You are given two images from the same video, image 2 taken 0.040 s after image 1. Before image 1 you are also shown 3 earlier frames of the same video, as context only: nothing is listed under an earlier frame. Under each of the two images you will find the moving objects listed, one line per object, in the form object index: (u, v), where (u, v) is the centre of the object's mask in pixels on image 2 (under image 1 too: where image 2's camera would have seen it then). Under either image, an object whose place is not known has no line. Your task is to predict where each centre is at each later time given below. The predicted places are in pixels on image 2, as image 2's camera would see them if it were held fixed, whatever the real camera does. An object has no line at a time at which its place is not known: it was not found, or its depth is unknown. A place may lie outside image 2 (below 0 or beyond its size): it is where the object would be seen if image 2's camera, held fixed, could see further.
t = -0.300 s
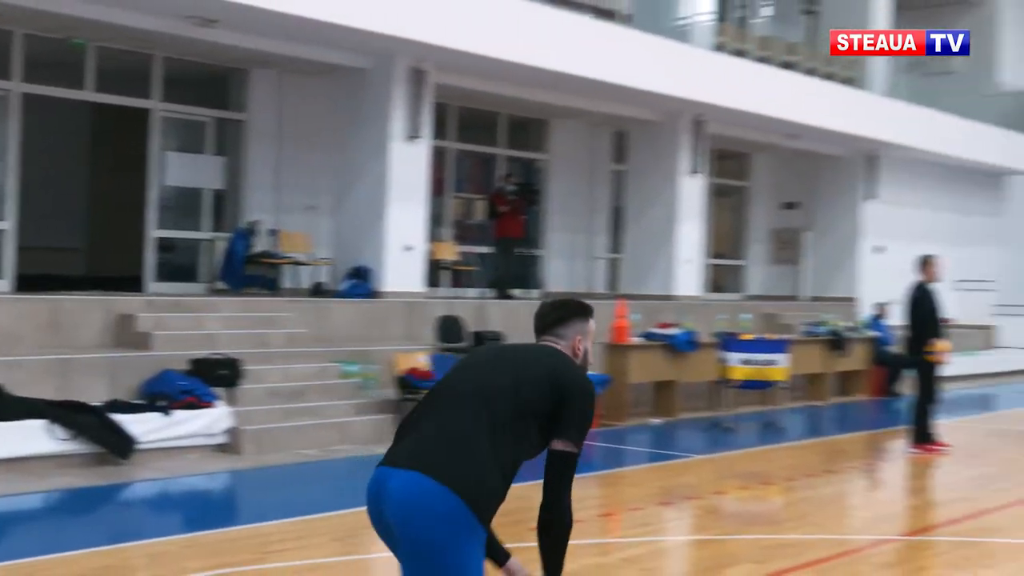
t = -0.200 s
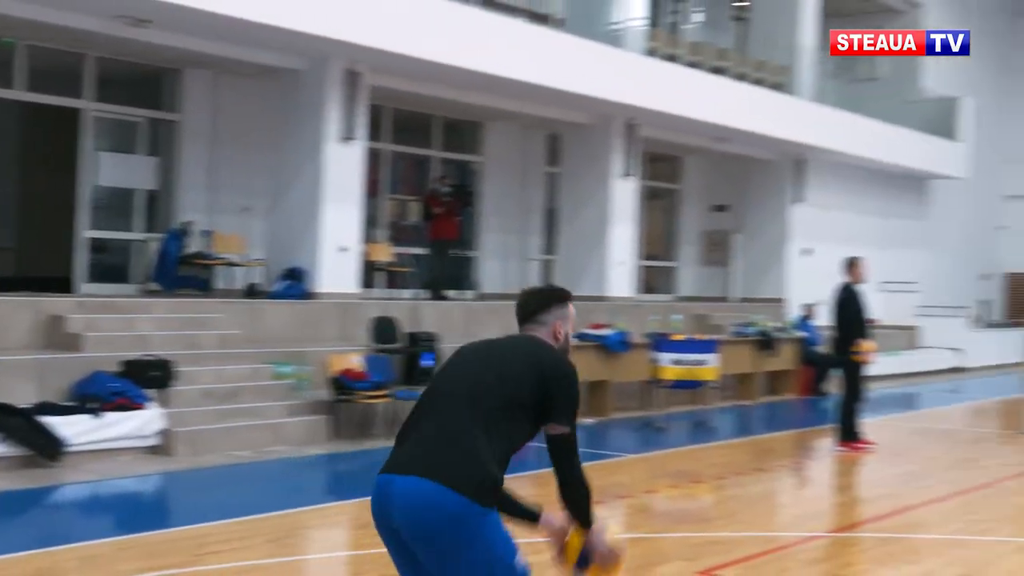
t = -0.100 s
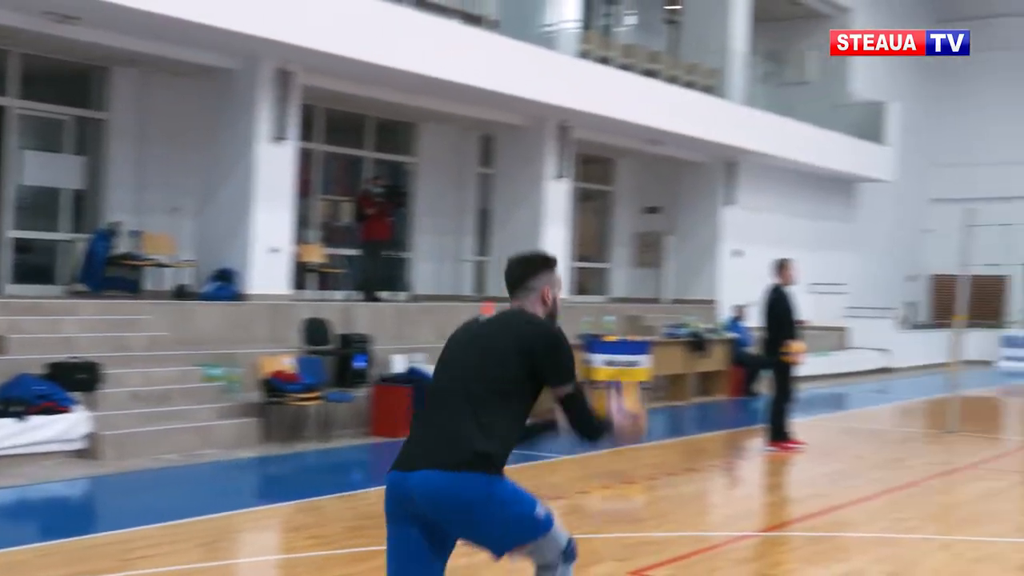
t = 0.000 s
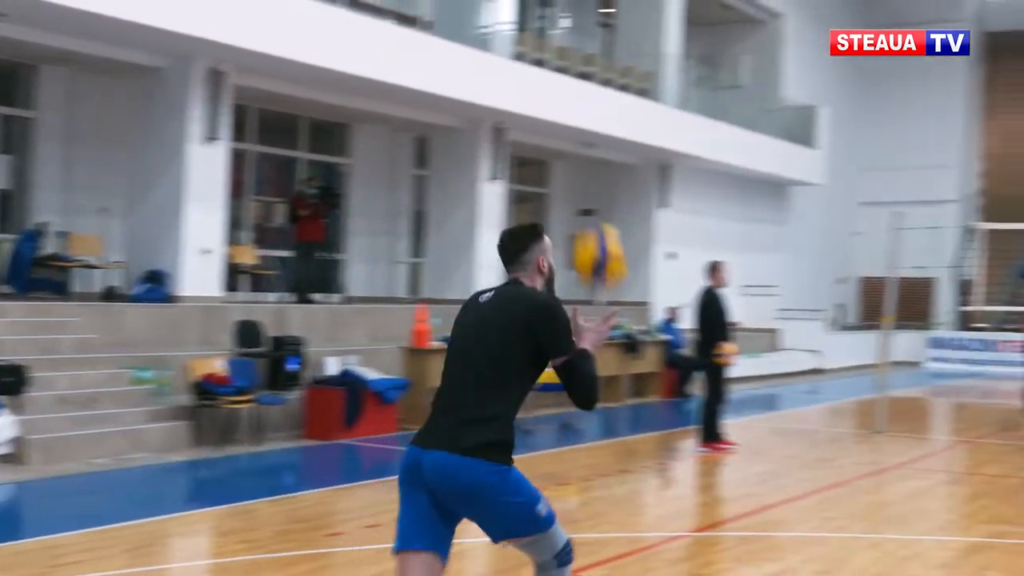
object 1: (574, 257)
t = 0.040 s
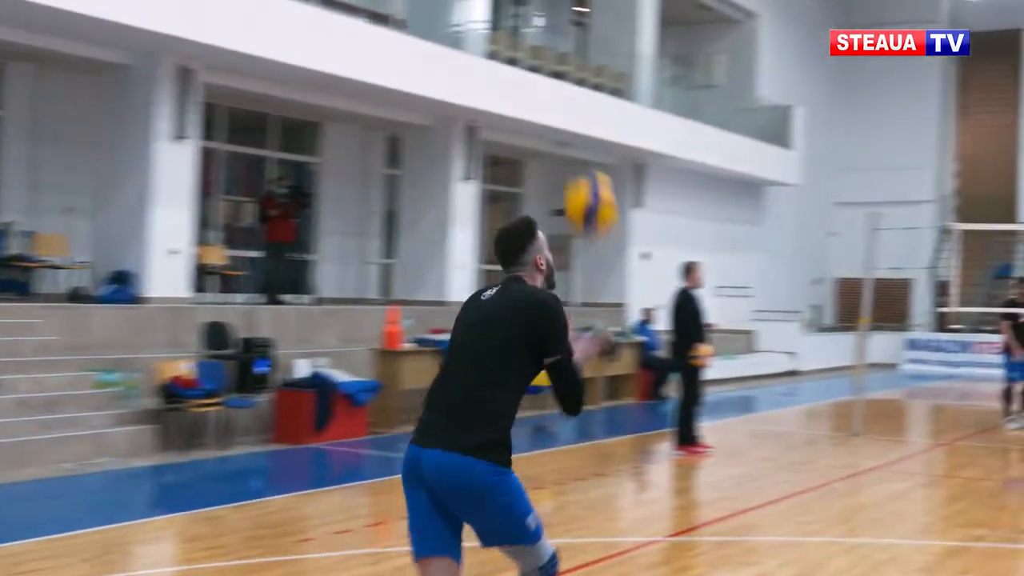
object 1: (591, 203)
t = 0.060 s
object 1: (600, 179)
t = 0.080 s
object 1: (607, 159)
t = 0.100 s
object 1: (615, 137)
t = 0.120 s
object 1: (622, 112)
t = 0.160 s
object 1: (636, 75)
